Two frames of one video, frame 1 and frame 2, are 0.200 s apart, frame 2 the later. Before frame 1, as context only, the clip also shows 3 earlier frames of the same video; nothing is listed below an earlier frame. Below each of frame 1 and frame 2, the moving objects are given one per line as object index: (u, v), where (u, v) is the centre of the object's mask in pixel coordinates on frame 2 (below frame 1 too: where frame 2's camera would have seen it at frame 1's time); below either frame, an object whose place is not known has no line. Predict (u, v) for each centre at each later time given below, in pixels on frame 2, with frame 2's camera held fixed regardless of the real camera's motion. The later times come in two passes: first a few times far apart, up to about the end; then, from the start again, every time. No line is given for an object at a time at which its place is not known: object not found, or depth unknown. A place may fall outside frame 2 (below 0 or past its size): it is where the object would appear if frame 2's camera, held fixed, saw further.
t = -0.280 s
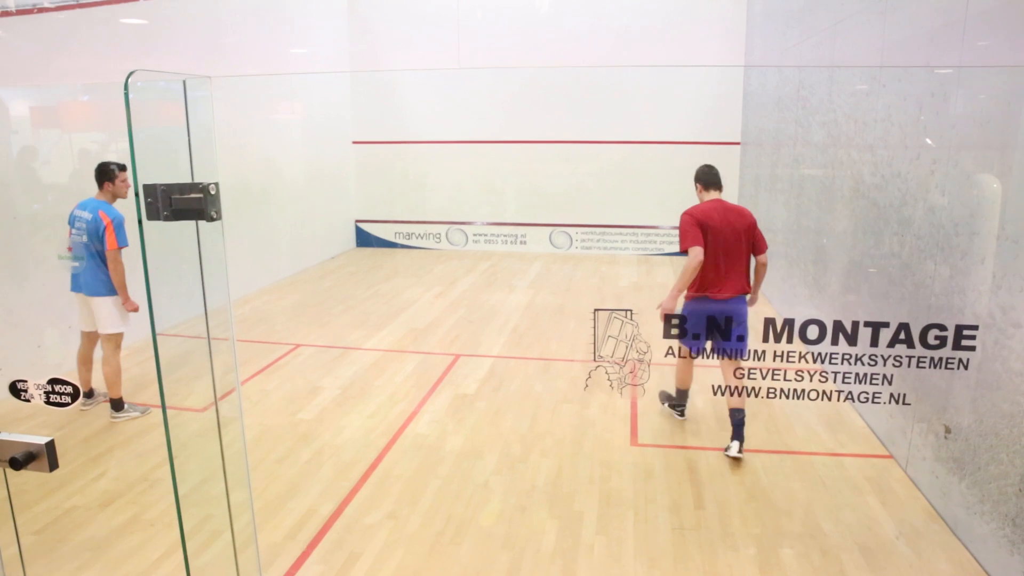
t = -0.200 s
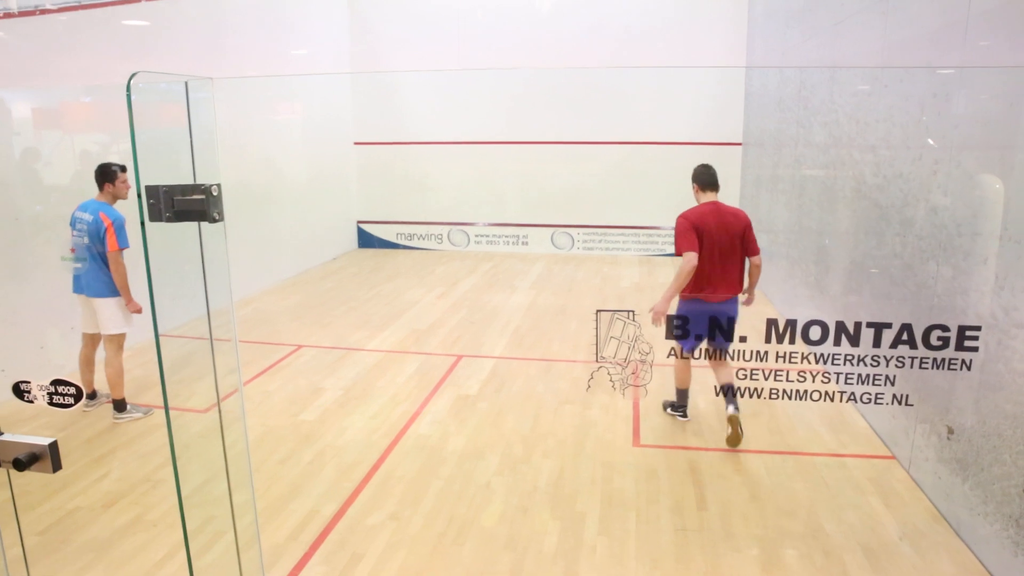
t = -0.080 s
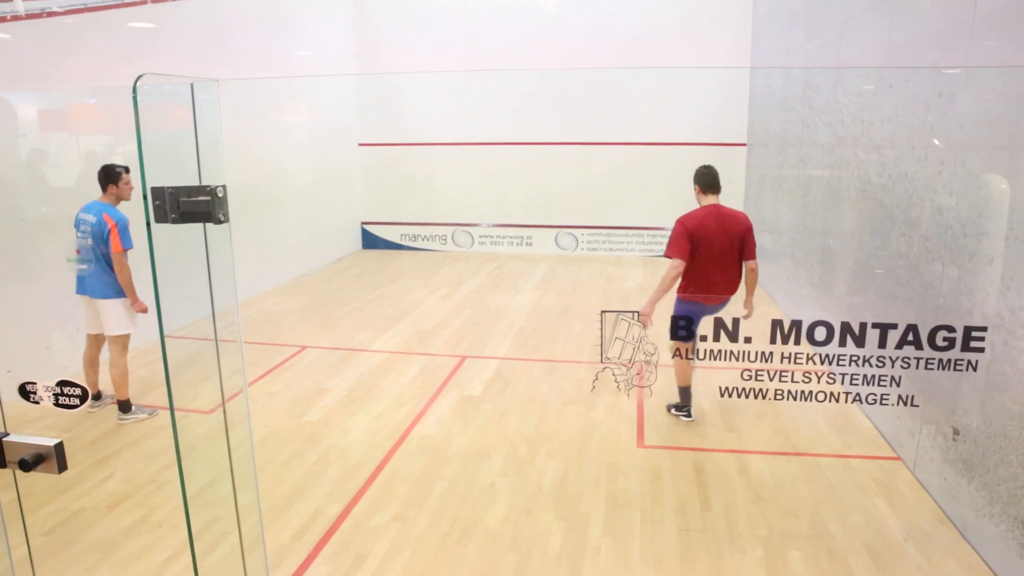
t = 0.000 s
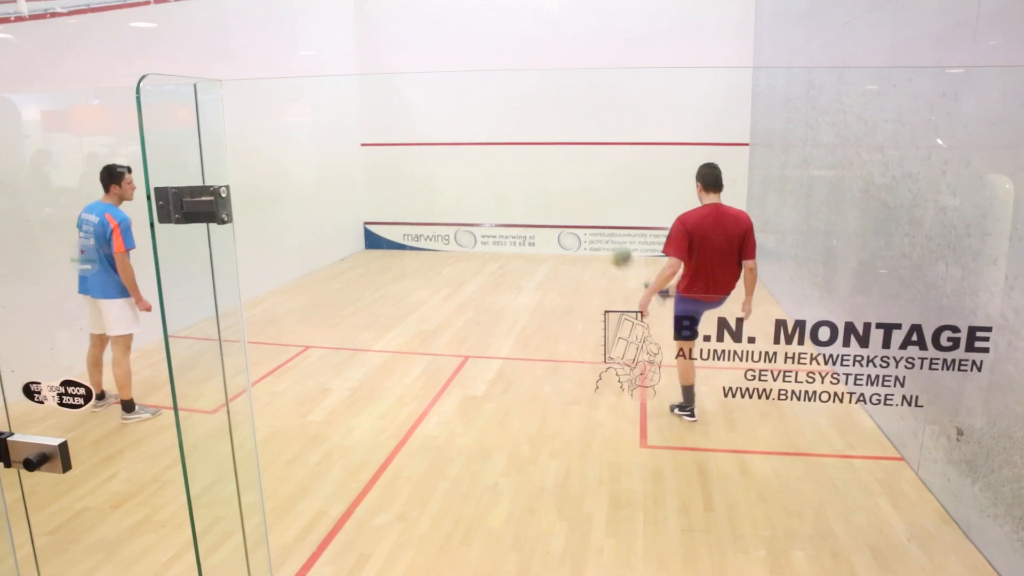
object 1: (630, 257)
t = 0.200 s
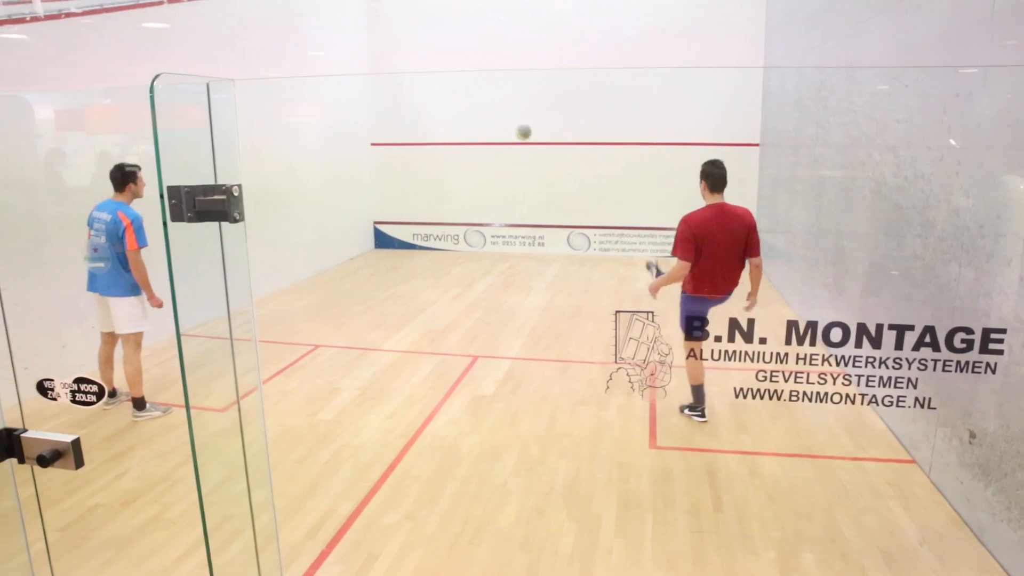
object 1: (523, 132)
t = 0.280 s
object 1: (497, 111)
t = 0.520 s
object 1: (422, 88)
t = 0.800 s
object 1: (278, 108)
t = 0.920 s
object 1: (281, 125)
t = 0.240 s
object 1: (509, 120)
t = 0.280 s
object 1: (497, 111)
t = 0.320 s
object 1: (486, 105)
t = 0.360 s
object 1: (475, 99)
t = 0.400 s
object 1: (466, 95)
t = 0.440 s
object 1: (454, 92)
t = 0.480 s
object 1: (439, 90)
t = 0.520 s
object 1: (422, 88)
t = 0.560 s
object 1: (404, 87)
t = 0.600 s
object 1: (385, 87)
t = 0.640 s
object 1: (366, 90)
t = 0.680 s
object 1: (345, 91)
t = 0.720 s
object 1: (324, 95)
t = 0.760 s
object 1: (301, 100)
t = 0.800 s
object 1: (278, 108)
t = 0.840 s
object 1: (279, 111)
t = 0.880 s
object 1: (280, 118)
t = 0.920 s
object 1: (281, 125)
